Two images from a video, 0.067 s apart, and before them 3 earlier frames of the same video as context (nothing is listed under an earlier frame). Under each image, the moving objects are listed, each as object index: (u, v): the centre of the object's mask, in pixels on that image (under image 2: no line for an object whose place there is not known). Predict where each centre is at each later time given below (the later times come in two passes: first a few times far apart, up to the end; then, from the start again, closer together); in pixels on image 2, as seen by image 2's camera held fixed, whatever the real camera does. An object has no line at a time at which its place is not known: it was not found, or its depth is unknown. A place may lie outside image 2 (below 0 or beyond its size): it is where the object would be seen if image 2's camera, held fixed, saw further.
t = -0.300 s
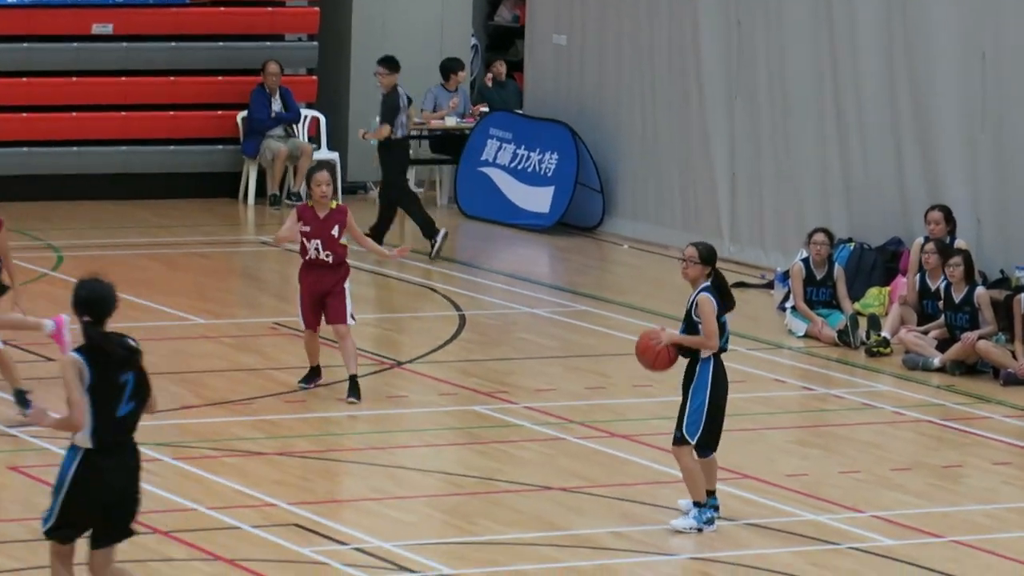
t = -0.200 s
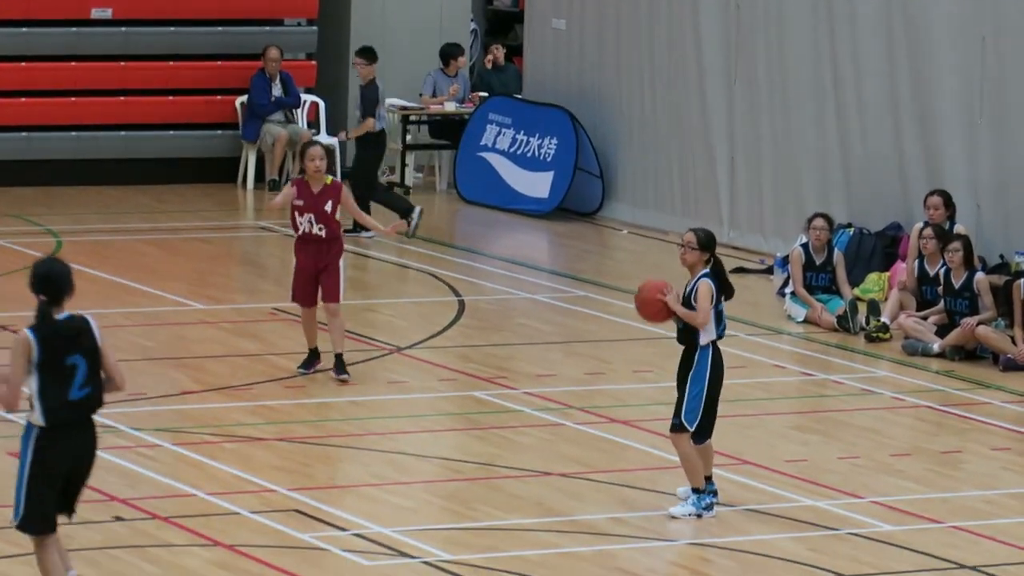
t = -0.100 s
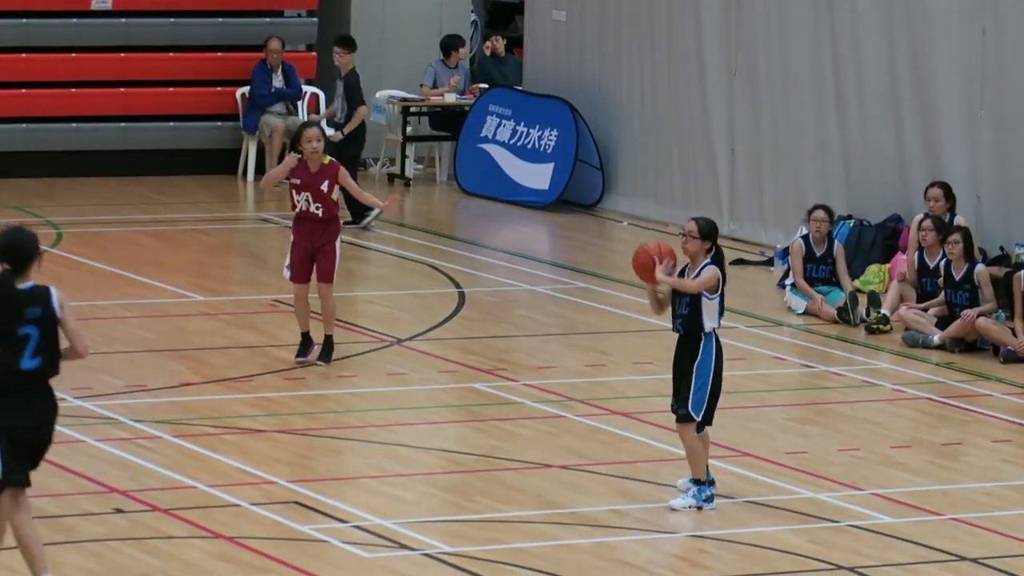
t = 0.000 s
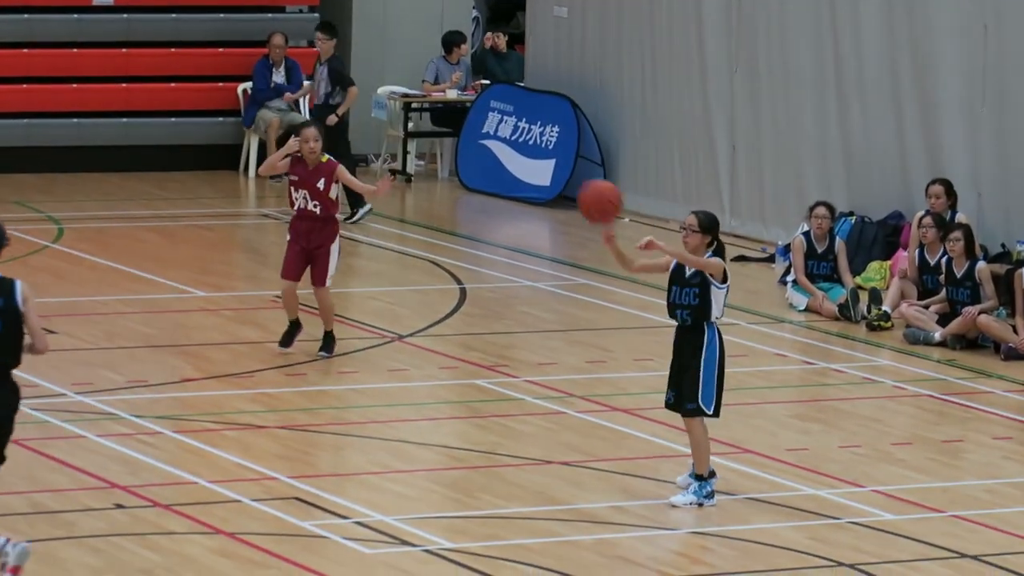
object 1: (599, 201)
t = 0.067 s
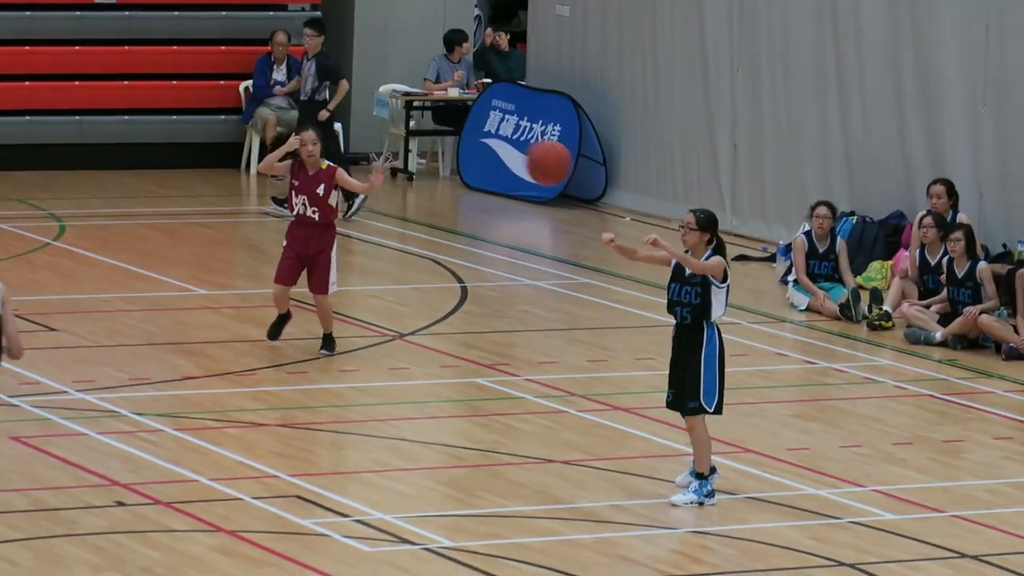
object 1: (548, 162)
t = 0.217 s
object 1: (424, 103)
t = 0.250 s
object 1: (395, 96)
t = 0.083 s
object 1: (534, 153)
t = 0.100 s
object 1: (521, 145)
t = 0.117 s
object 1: (508, 138)
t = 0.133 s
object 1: (493, 130)
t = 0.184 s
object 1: (452, 113)
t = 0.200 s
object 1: (438, 109)
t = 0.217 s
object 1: (424, 103)
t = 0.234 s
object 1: (409, 100)
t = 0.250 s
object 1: (395, 96)
